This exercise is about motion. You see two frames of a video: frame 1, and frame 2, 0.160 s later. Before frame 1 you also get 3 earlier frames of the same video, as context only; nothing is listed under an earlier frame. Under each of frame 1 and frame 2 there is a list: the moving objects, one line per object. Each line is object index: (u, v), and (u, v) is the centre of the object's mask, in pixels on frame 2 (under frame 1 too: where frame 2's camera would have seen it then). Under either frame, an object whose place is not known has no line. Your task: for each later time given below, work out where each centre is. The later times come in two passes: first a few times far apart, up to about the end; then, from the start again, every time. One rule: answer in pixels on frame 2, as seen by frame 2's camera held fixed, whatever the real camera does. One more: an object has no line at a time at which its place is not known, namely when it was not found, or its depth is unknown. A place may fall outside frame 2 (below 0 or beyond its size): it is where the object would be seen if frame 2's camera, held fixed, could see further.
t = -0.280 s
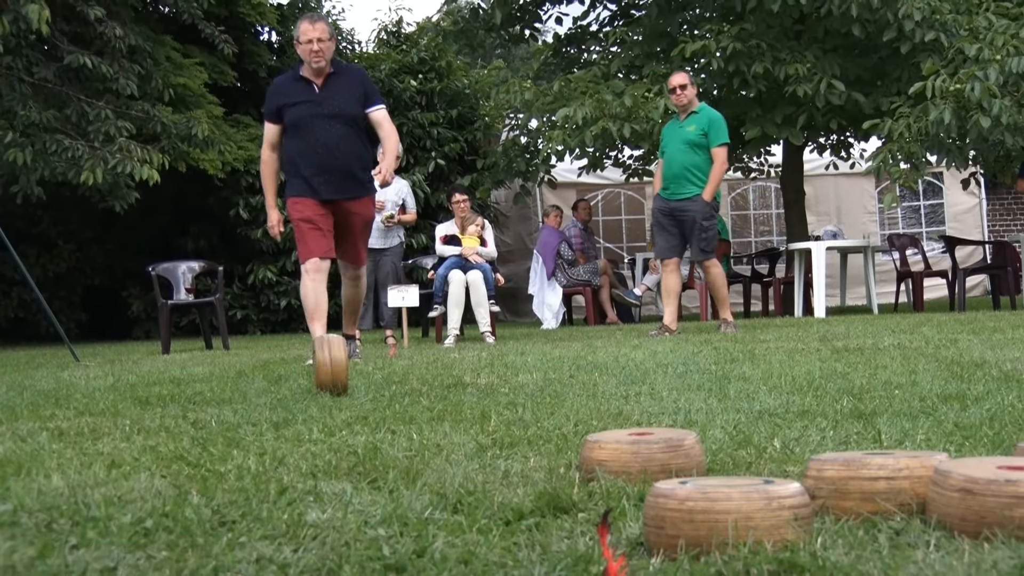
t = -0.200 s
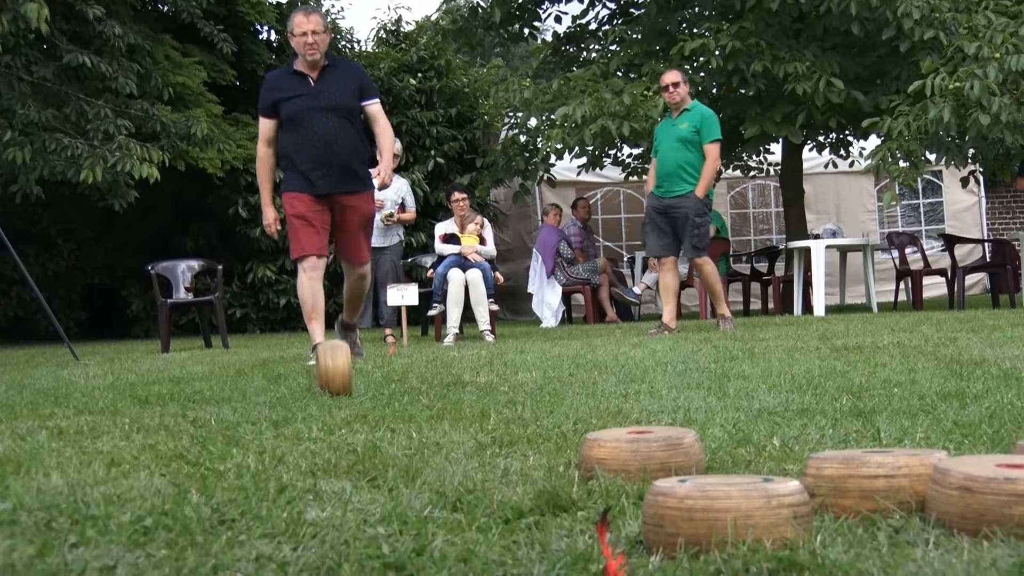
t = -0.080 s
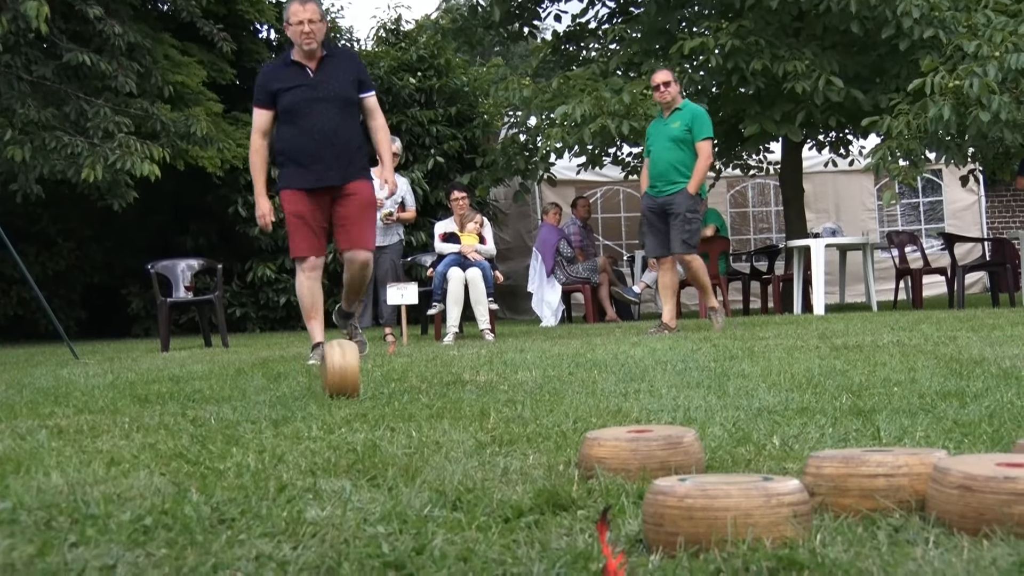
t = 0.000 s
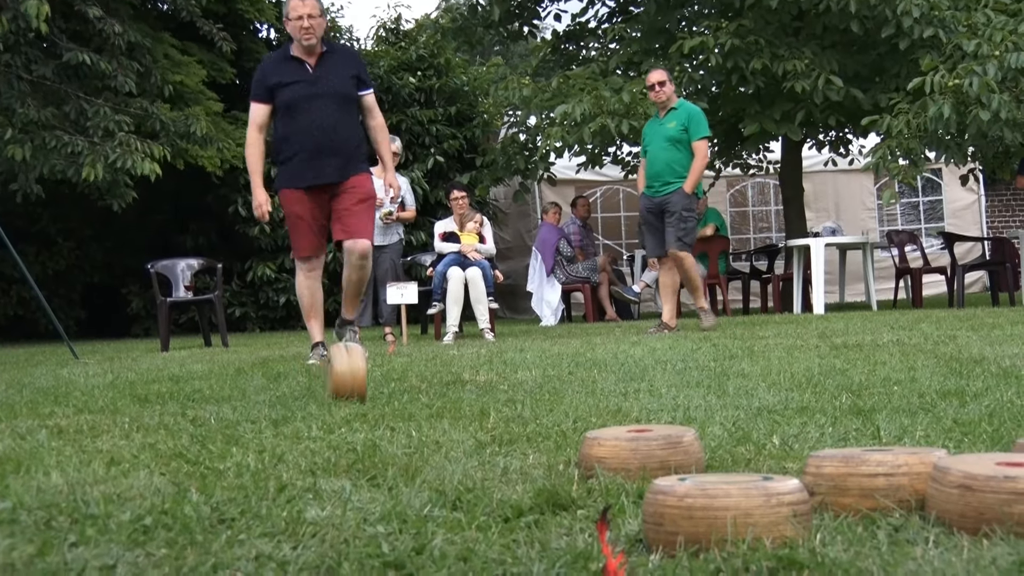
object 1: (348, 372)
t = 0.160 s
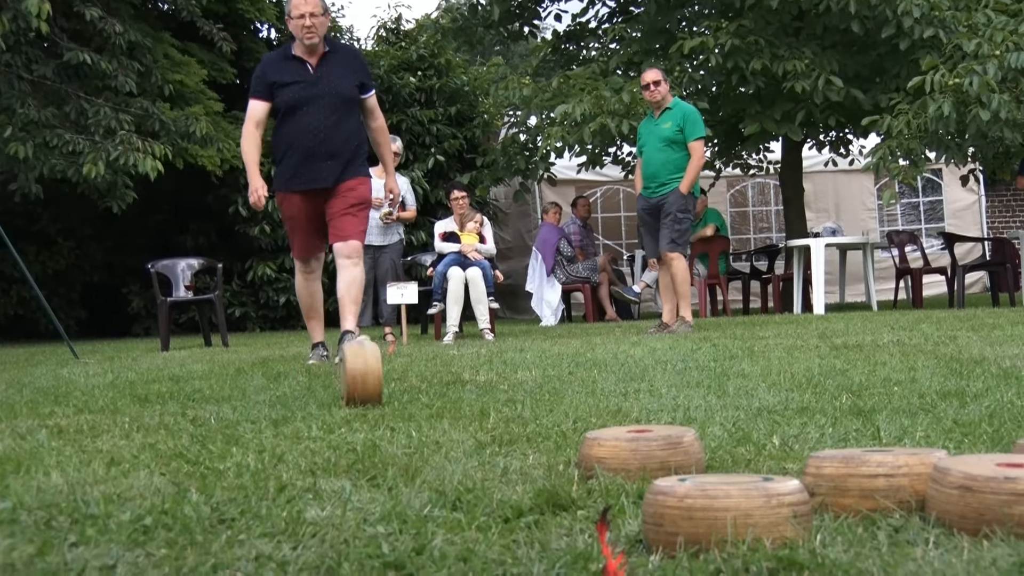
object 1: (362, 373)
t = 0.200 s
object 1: (365, 373)
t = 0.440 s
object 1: (381, 376)
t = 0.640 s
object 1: (404, 384)
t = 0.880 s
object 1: (434, 394)
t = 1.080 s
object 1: (457, 405)
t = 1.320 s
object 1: (492, 415)
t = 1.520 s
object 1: (530, 427)
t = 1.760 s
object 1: (582, 431)
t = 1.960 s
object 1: (618, 437)
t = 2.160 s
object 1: (645, 442)
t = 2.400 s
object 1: (643, 444)
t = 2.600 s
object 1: (612, 456)
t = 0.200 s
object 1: (365, 373)
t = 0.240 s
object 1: (367, 374)
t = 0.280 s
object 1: (370, 374)
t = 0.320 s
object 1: (372, 374)
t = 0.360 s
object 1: (375, 376)
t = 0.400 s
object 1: (378, 375)
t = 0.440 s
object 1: (381, 376)
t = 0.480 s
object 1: (385, 378)
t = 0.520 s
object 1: (389, 380)
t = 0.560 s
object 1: (394, 380)
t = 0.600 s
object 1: (399, 384)
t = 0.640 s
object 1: (404, 384)
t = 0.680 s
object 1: (409, 385)
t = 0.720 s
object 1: (414, 390)
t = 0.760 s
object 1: (419, 391)
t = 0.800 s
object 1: (424, 392)
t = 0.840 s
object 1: (429, 394)
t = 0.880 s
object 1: (434, 394)
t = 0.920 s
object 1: (439, 396)
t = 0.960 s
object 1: (443, 398)
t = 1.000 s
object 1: (448, 401)
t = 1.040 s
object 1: (452, 405)
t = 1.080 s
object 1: (457, 405)
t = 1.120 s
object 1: (463, 406)
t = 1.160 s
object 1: (468, 410)
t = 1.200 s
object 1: (474, 411)
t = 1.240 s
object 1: (480, 414)
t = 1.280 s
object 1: (485, 414)
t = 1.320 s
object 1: (492, 415)
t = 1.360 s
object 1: (499, 416)
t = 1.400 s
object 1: (506, 418)
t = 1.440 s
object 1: (513, 421)
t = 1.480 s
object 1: (522, 425)
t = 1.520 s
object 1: (530, 427)
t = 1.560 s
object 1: (539, 428)
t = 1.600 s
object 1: (548, 429)
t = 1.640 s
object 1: (556, 428)
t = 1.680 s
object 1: (564, 426)
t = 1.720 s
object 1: (573, 428)
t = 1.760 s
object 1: (582, 431)
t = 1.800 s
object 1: (589, 432)
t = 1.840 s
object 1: (597, 433)
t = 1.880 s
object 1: (604, 435)
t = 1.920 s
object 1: (612, 437)
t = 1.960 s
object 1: (618, 437)
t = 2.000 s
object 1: (625, 438)
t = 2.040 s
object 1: (632, 440)
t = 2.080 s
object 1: (638, 441)
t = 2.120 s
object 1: (642, 440)
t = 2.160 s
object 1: (645, 442)
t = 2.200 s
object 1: (649, 440)
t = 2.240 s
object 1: (654, 438)
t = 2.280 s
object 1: (655, 438)
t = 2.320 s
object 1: (652, 439)
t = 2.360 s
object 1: (648, 443)
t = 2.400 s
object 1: (643, 444)
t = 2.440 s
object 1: (637, 446)
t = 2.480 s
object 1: (632, 448)
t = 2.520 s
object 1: (626, 450)
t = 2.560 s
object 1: (619, 452)
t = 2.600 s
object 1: (612, 456)
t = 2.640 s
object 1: (603, 462)
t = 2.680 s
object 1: (591, 472)
